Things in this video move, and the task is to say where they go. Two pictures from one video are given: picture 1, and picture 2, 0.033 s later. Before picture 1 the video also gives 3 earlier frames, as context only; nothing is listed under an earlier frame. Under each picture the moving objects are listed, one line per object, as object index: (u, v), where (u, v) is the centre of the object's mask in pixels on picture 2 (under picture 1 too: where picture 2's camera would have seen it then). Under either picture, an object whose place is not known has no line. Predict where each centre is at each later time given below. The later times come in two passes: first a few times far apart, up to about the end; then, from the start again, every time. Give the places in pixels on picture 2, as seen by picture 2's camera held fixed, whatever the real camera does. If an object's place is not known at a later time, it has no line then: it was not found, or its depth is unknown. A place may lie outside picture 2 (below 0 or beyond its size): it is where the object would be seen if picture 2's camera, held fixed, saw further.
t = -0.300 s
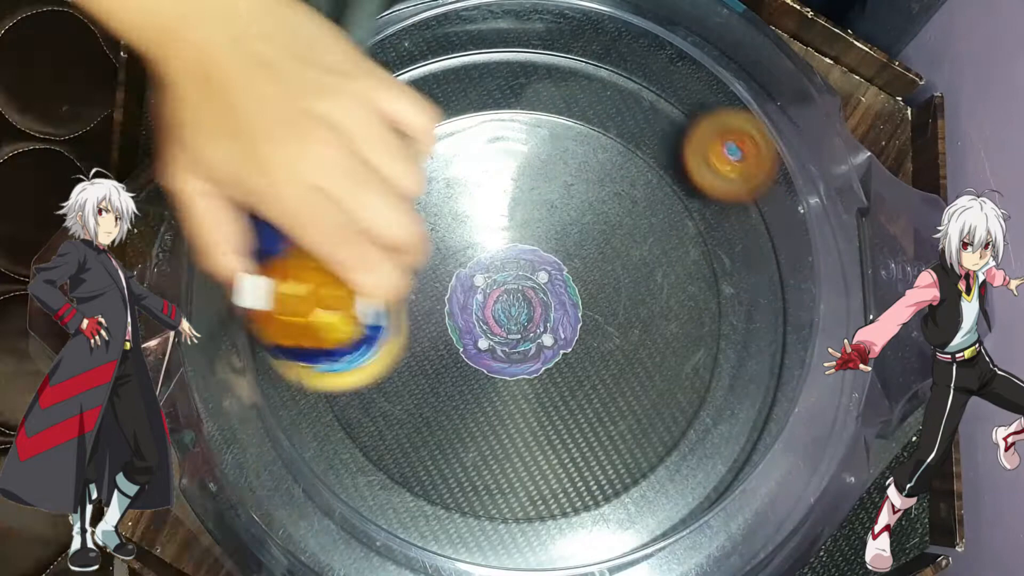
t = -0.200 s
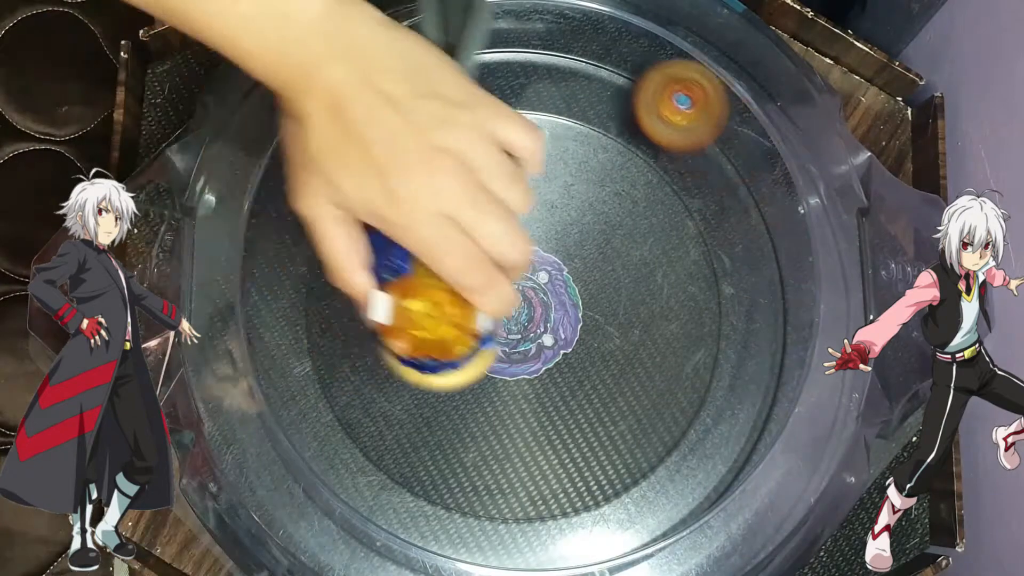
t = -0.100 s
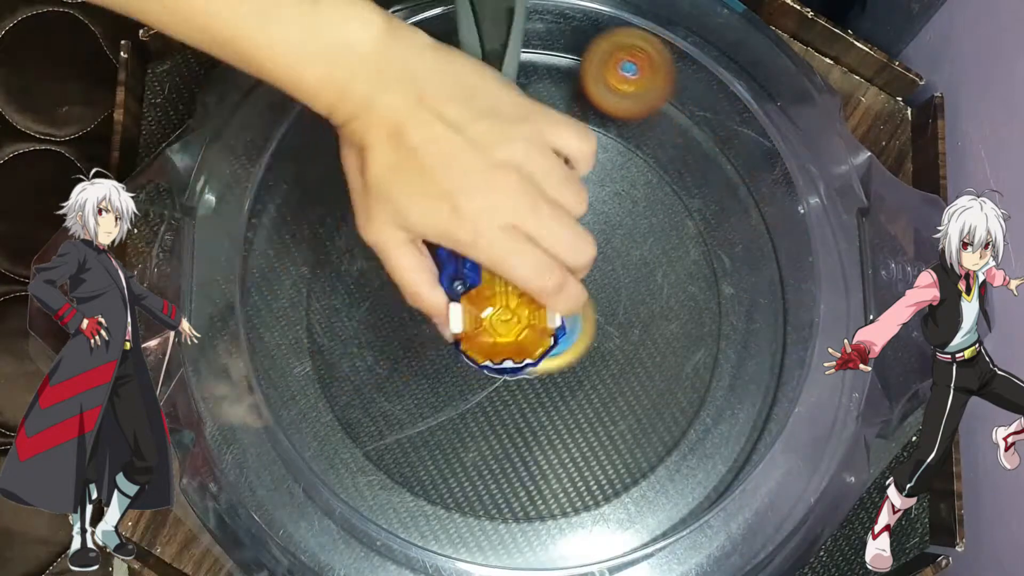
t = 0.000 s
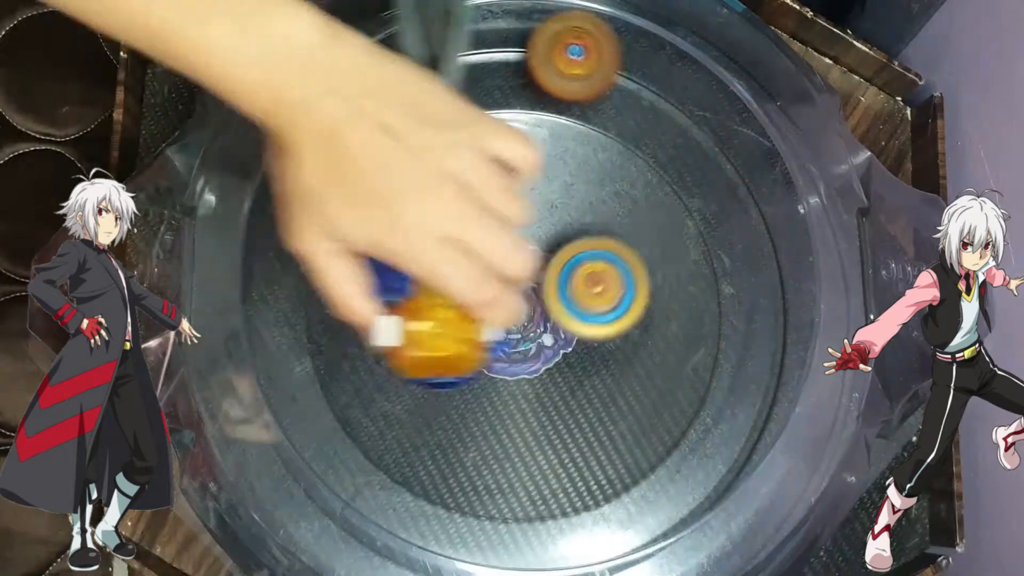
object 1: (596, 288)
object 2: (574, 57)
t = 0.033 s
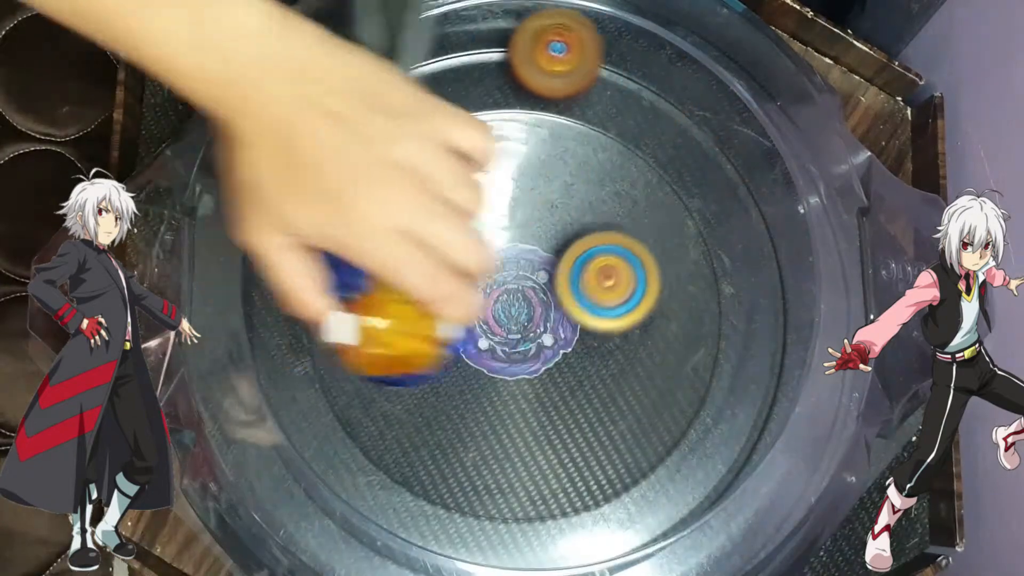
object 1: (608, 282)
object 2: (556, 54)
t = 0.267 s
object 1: (581, 300)
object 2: (447, 62)
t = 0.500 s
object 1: (448, 340)
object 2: (370, 108)
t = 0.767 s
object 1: (483, 186)
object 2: (332, 170)
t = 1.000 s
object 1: (681, 206)
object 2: (373, 289)
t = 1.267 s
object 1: (654, 487)
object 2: (534, 353)
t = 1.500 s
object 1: (553, 539)
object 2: (423, 209)
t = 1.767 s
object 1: (358, 366)
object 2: (458, 271)
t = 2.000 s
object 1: (410, 166)
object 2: (547, 275)
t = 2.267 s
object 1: (669, 243)
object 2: (501, 257)
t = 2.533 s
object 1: (498, 513)
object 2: (523, 312)
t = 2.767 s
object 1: (247, 460)
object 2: (542, 259)
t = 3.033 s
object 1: (327, 269)
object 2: (516, 307)
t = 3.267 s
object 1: (592, 159)
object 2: (558, 288)
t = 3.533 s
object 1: (759, 425)
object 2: (521, 312)
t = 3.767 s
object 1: (617, 524)
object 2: (554, 314)
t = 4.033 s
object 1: (551, 528)
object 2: (529, 309)
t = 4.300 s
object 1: (456, 429)
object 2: (531, 327)
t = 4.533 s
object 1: (432, 273)
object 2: (527, 323)
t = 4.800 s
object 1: (511, 214)
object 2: (548, 369)
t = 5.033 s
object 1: (538, 197)
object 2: (576, 355)
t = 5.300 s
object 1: (562, 181)
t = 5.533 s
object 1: (554, 244)
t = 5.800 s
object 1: (495, 320)
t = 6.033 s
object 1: (472, 280)
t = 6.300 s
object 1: (491, 278)
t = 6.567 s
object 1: (488, 277)
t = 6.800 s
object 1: (487, 292)
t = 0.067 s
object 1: (615, 276)
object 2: (539, 51)
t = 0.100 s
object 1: (619, 272)
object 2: (523, 49)
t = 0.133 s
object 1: (617, 270)
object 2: (506, 51)
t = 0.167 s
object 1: (612, 272)
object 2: (491, 53)
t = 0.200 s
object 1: (604, 278)
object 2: (476, 55)
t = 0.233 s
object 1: (594, 288)
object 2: (460, 58)
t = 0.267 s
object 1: (581, 300)
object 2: (447, 62)
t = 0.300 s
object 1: (565, 315)
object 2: (435, 67)
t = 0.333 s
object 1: (547, 331)
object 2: (423, 73)
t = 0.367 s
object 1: (526, 343)
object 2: (411, 80)
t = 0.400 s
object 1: (505, 349)
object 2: (400, 87)
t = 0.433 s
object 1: (484, 351)
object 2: (389, 94)
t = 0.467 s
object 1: (464, 348)
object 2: (379, 102)
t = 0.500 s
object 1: (448, 340)
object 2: (370, 108)
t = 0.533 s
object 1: (435, 327)
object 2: (363, 116)
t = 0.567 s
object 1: (427, 310)
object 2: (356, 122)
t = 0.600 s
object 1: (424, 289)
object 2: (350, 129)
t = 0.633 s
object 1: (426, 268)
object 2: (344, 135)
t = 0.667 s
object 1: (431, 246)
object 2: (338, 141)
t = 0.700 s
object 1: (443, 224)
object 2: (333, 150)
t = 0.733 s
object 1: (461, 204)
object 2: (331, 161)
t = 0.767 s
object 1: (483, 186)
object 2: (332, 170)
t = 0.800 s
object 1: (508, 172)
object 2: (333, 178)
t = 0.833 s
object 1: (537, 164)
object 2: (334, 187)
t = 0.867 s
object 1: (567, 160)
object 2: (337, 199)
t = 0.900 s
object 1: (598, 162)
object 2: (342, 215)
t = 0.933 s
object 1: (629, 170)
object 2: (350, 237)
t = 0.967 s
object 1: (656, 185)
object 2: (360, 262)
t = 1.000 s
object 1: (681, 206)
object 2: (373, 289)
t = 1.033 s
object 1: (700, 232)
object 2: (392, 317)
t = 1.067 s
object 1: (712, 265)
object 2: (412, 344)
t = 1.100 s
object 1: (715, 301)
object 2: (437, 366)
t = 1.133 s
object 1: (709, 339)
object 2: (468, 385)
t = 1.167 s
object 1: (692, 377)
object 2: (502, 395)
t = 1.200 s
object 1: (668, 412)
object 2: (537, 399)
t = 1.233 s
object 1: (647, 445)
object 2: (559, 389)
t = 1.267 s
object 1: (654, 487)
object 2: (534, 353)
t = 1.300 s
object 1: (663, 534)
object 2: (508, 311)
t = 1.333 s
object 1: (661, 549)
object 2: (489, 277)
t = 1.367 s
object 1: (652, 559)
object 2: (473, 248)
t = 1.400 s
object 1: (630, 555)
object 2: (458, 227)
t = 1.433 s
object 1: (606, 552)
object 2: (446, 213)
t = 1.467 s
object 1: (576, 545)
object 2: (433, 208)
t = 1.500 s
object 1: (553, 539)
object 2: (423, 209)
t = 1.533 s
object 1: (529, 529)
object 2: (414, 219)
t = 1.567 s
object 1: (505, 516)
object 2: (407, 236)
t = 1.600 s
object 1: (480, 490)
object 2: (404, 257)
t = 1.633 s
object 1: (453, 457)
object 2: (404, 280)
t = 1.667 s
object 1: (426, 416)
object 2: (409, 304)
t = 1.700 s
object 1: (401, 396)
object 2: (422, 297)
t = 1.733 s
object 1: (377, 385)
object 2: (438, 283)
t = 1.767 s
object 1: (358, 366)
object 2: (458, 271)
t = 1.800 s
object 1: (344, 342)
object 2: (480, 265)
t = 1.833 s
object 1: (337, 313)
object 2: (501, 264)
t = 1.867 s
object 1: (337, 281)
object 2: (519, 264)
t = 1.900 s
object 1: (344, 249)
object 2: (532, 266)
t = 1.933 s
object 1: (360, 217)
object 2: (541, 270)
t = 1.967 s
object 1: (383, 190)
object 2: (546, 273)
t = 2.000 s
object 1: (410, 166)
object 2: (547, 275)
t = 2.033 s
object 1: (445, 148)
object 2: (547, 275)
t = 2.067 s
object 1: (484, 138)
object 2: (544, 273)
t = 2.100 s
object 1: (524, 136)
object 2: (539, 269)
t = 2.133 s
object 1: (562, 143)
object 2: (534, 264)
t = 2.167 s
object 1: (596, 158)
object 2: (527, 258)
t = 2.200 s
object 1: (626, 180)
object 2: (519, 253)
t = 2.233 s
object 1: (652, 209)
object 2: (509, 254)
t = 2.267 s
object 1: (669, 243)
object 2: (501, 257)
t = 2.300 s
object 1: (680, 284)
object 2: (494, 262)
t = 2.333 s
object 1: (681, 329)
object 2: (486, 270)
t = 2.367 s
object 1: (672, 372)
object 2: (483, 281)
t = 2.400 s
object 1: (654, 415)
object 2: (484, 290)
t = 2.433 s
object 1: (626, 451)
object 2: (489, 299)
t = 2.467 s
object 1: (590, 482)
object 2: (498, 307)
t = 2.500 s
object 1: (545, 505)
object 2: (510, 312)
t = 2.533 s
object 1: (498, 513)
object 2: (523, 312)
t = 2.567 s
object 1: (447, 517)
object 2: (536, 309)
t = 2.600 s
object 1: (400, 520)
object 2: (548, 302)
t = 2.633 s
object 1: (358, 521)
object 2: (555, 293)
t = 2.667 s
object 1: (322, 512)
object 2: (559, 281)
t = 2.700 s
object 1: (292, 495)
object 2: (557, 271)
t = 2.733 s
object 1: (264, 478)
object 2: (550, 263)
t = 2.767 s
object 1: (247, 460)
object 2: (542, 259)
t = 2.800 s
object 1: (252, 434)
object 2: (533, 259)
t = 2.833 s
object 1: (258, 409)
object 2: (524, 260)
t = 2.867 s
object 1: (267, 383)
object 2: (515, 264)
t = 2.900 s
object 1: (276, 358)
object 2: (508, 271)
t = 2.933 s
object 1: (285, 335)
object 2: (505, 279)
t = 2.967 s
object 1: (295, 313)
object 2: (505, 288)
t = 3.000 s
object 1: (307, 292)
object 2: (509, 298)
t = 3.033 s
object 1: (327, 269)
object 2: (516, 307)
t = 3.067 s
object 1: (351, 244)
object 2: (525, 313)
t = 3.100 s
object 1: (381, 217)
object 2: (534, 315)
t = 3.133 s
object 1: (414, 194)
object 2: (544, 314)
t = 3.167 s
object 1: (454, 174)
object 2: (553, 310)
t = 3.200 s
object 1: (501, 159)
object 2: (558, 303)
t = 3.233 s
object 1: (548, 154)
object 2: (560, 296)
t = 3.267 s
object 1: (592, 159)
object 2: (558, 288)
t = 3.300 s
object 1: (633, 172)
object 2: (551, 282)
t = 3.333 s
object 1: (669, 193)
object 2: (543, 278)
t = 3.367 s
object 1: (700, 223)
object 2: (534, 276)
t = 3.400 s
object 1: (723, 262)
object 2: (527, 278)
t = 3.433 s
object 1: (737, 305)
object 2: (521, 283)
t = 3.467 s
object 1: (747, 348)
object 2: (518, 291)
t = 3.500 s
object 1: (751, 387)
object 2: (517, 300)
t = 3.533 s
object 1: (759, 425)
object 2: (521, 312)
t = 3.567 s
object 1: (753, 456)
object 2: (526, 320)
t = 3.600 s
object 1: (729, 481)
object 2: (532, 326)
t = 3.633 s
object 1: (702, 499)
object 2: (539, 329)
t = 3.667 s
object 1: (677, 514)
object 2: (545, 328)
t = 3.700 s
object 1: (657, 524)
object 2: (551, 324)
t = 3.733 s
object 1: (637, 528)
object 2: (554, 319)
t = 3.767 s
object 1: (617, 524)
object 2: (554, 314)
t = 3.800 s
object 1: (606, 528)
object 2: (551, 309)
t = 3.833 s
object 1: (596, 530)
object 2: (548, 305)
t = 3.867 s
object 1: (587, 531)
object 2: (543, 303)
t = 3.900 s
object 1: (578, 532)
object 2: (538, 301)
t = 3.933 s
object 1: (571, 532)
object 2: (534, 300)
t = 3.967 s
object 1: (564, 531)
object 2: (532, 301)
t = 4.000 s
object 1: (557, 530)
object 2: (531, 304)
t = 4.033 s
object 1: (551, 528)
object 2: (529, 309)
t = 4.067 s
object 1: (545, 526)
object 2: (528, 315)
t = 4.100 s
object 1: (540, 523)
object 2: (528, 320)
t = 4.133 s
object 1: (533, 519)
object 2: (528, 324)
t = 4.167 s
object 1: (523, 510)
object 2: (529, 325)
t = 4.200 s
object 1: (510, 495)
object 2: (530, 326)
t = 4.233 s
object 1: (494, 476)
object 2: (530, 327)
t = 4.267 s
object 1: (475, 454)
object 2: (530, 327)
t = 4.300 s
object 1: (456, 429)
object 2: (531, 327)
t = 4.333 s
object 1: (441, 404)
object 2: (531, 327)
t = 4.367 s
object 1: (430, 379)
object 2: (531, 326)
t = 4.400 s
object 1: (424, 355)
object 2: (530, 324)
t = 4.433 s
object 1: (421, 331)
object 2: (528, 324)
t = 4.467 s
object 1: (423, 310)
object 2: (526, 323)
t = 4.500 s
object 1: (428, 291)
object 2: (525, 323)
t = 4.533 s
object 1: (432, 273)
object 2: (527, 323)
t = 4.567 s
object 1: (440, 258)
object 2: (528, 324)
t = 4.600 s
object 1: (452, 248)
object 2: (529, 325)
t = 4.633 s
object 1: (465, 240)
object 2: (529, 326)
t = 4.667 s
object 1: (479, 235)
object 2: (528, 326)
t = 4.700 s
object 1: (491, 234)
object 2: (527, 328)
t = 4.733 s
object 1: (497, 224)
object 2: (535, 349)
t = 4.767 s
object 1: (503, 217)
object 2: (542, 363)
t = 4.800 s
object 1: (511, 214)
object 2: (548, 369)
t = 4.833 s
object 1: (518, 214)
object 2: (554, 368)
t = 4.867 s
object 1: (526, 216)
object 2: (559, 362)
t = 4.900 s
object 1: (532, 218)
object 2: (564, 350)
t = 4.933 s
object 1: (538, 222)
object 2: (566, 335)
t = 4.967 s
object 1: (543, 225)
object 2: (566, 327)
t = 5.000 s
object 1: (540, 208)
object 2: (572, 344)
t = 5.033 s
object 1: (538, 197)
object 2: (576, 355)
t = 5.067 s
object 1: (539, 193)
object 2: (577, 360)
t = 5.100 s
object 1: (542, 197)
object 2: (576, 359)
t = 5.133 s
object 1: (547, 205)
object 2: (575, 353)
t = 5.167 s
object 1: (554, 219)
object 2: (573, 344)
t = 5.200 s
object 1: (561, 233)
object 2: (571, 344)
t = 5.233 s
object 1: (562, 209)
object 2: (573, 397)
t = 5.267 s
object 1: (562, 192)
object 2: (573, 443)
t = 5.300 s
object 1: (562, 181)
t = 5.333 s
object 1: (561, 176)
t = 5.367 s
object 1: (560, 176)
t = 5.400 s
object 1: (560, 183)
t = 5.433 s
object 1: (558, 193)
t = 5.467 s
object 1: (556, 207)
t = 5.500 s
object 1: (555, 225)
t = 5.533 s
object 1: (554, 244)
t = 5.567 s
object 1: (553, 263)
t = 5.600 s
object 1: (549, 280)
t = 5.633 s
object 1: (544, 296)
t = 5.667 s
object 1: (537, 309)
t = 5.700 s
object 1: (529, 318)
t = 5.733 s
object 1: (519, 324)
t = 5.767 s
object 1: (508, 324)
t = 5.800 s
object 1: (495, 320)
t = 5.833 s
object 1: (483, 314)
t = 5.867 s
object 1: (475, 306)
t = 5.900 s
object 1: (471, 299)
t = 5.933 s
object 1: (468, 293)
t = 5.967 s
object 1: (468, 288)
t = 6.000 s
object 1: (469, 284)
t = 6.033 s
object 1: (472, 280)
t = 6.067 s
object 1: (475, 278)
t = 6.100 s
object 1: (478, 277)
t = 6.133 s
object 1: (482, 276)
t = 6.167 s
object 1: (484, 277)
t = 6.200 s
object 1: (486, 277)
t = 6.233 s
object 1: (489, 278)
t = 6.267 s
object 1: (490, 278)
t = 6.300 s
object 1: (491, 278)
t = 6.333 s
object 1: (491, 278)
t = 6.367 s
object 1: (491, 278)
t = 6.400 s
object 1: (490, 277)
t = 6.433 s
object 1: (489, 277)
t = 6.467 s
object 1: (488, 277)
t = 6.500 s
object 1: (488, 276)
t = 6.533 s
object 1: (488, 277)
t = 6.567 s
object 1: (488, 277)
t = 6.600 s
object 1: (488, 278)
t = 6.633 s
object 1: (489, 279)
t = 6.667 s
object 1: (489, 281)
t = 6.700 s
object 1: (490, 283)
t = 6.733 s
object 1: (489, 286)
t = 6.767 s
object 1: (488, 289)
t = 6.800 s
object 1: (487, 292)
